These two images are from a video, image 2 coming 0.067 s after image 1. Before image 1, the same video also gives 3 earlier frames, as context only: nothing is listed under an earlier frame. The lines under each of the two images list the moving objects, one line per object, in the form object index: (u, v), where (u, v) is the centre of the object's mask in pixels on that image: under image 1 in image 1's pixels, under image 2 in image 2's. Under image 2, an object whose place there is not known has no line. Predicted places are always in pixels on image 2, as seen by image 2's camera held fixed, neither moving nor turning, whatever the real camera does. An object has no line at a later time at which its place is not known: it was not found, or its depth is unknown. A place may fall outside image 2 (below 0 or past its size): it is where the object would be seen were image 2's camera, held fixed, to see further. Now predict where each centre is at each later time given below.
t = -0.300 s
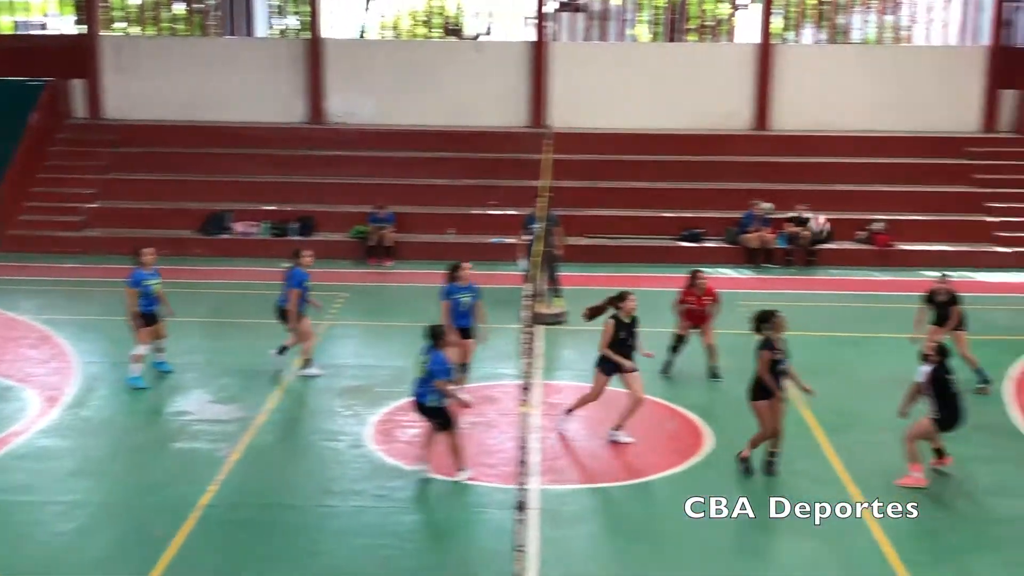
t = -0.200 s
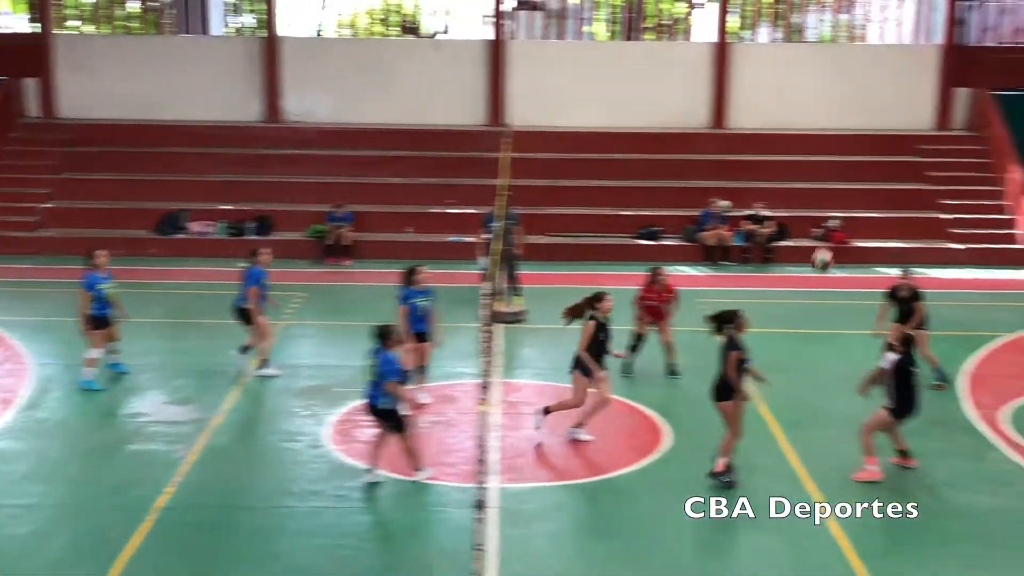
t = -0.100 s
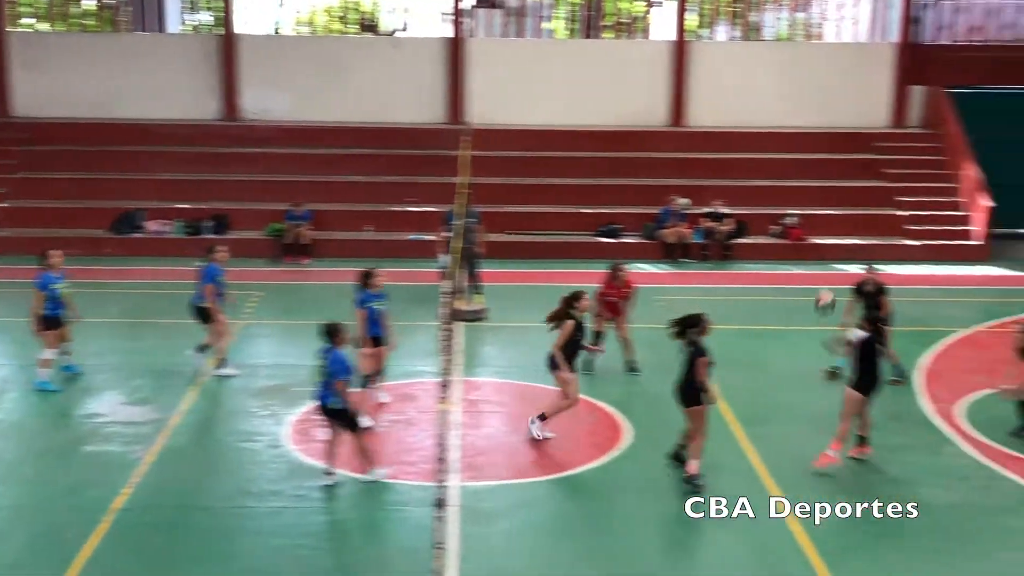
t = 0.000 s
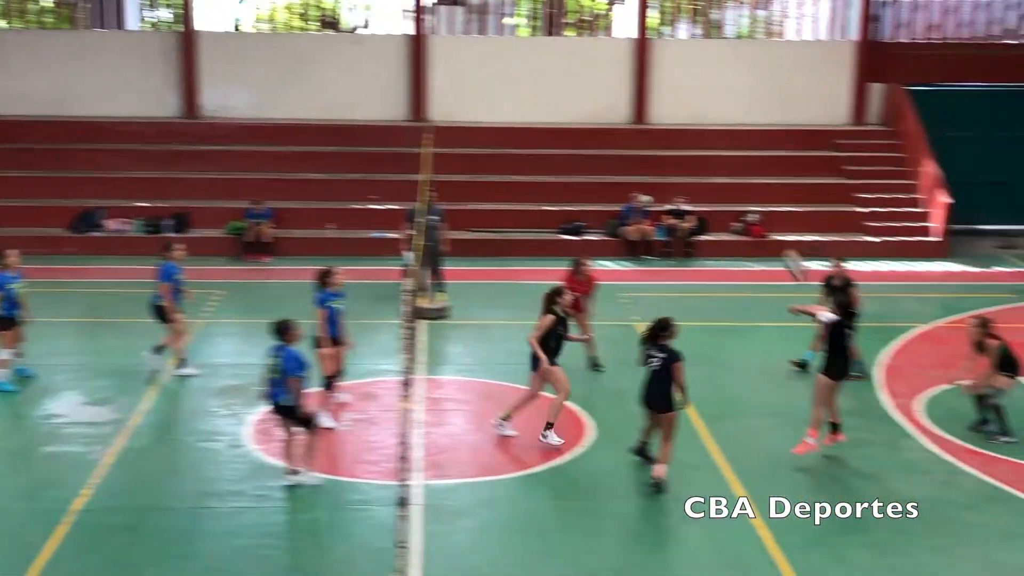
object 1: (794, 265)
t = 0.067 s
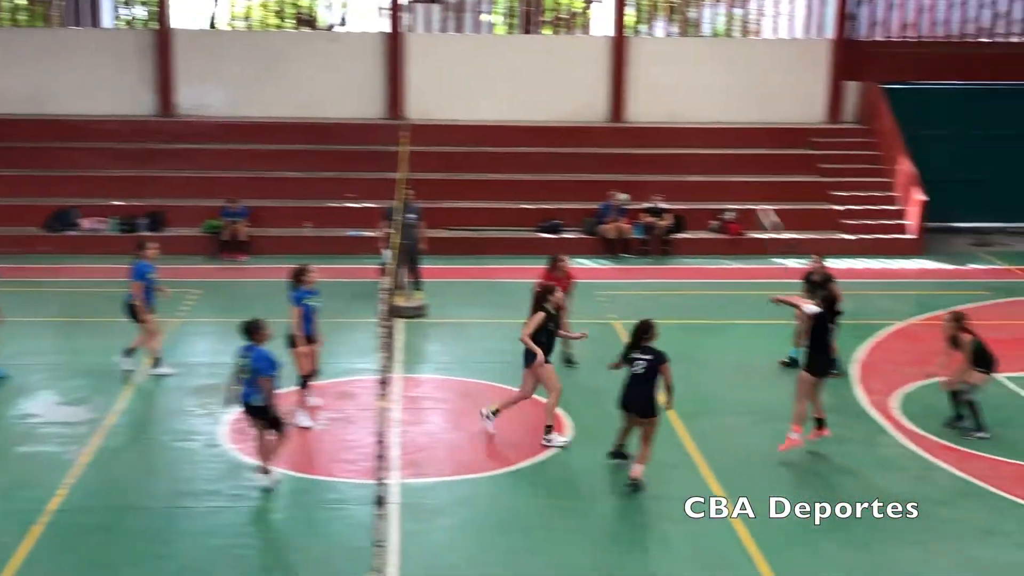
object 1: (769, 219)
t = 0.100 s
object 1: (765, 197)
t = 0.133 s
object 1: (763, 179)
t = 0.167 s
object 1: (760, 162)
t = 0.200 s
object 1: (756, 144)
